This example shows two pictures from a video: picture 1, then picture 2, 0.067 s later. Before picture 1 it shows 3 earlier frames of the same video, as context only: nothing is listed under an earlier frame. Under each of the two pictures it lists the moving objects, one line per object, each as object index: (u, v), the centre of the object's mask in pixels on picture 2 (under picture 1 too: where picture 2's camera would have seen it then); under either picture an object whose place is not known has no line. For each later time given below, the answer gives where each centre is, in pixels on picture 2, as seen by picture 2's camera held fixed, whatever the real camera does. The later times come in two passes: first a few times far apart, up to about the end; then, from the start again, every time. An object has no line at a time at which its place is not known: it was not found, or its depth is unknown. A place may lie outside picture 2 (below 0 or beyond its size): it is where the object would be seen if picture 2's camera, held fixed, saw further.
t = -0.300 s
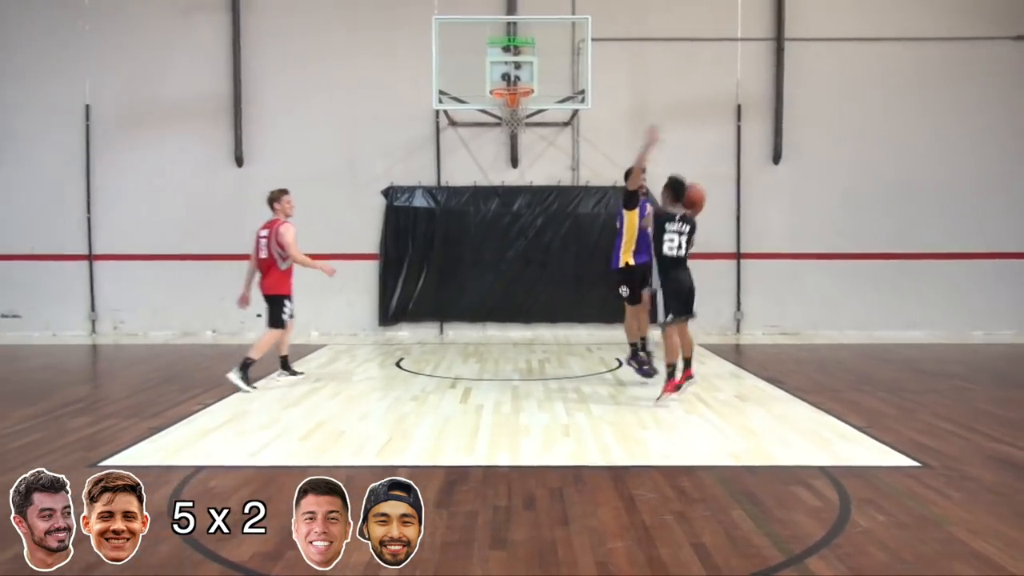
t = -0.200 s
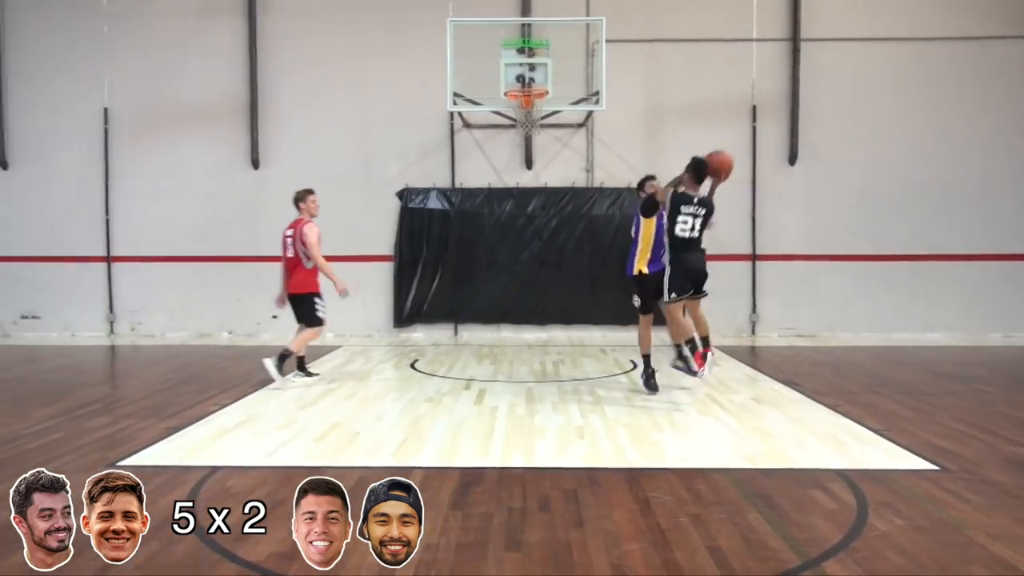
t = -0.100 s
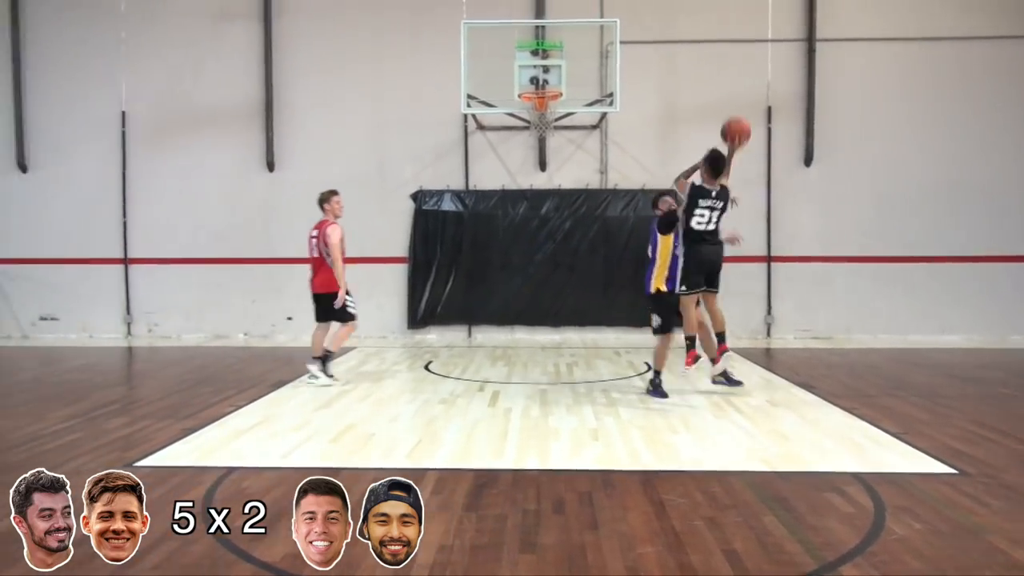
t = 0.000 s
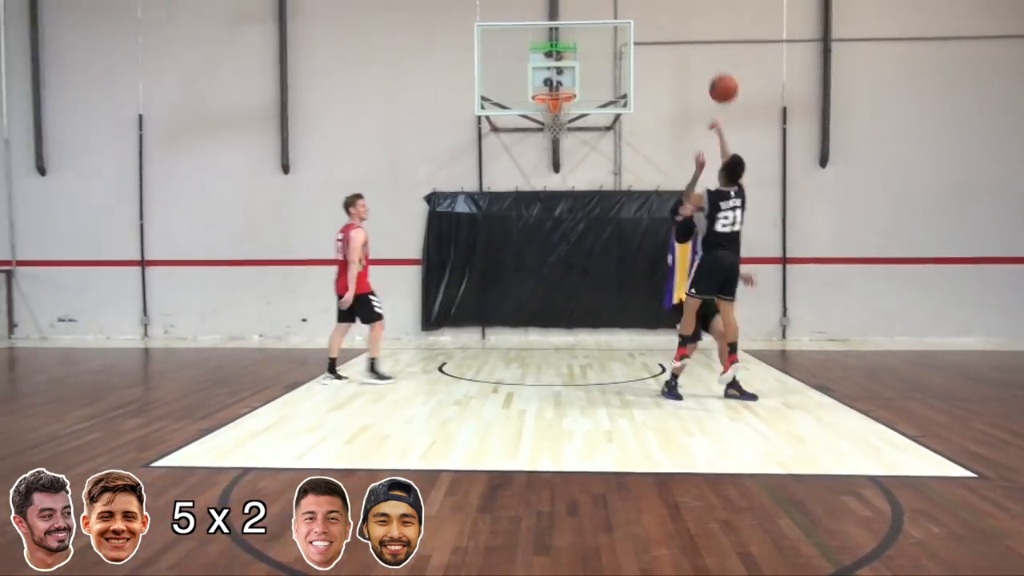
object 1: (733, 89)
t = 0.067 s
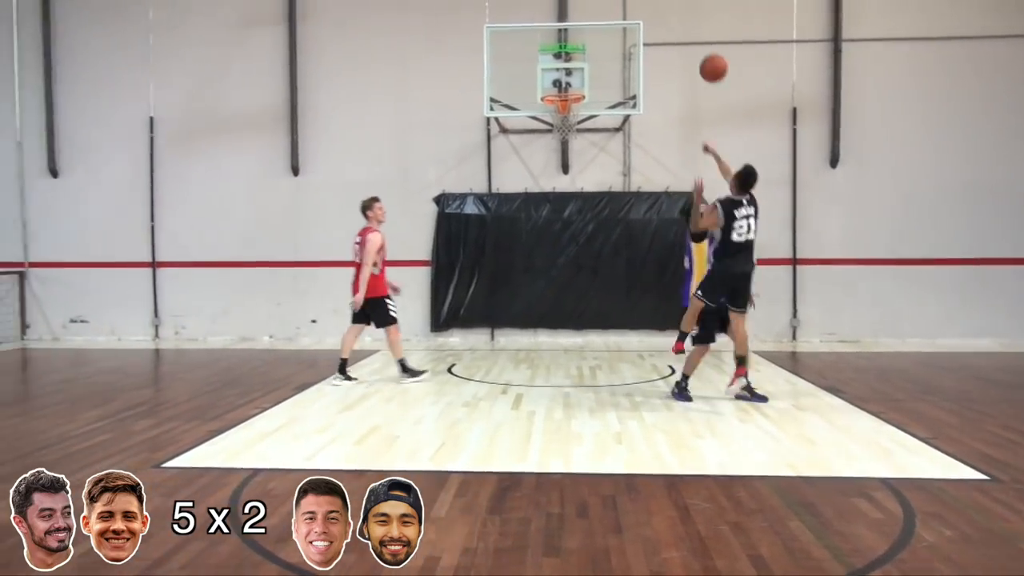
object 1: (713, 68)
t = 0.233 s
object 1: (670, 41)
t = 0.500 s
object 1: (614, 59)
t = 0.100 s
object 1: (704, 60)
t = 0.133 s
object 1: (695, 53)
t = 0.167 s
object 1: (686, 48)
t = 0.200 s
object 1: (678, 44)
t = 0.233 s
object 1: (670, 41)
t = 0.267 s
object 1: (662, 39)
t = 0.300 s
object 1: (655, 39)
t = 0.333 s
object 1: (647, 40)
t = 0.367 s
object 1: (640, 42)
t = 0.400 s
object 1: (633, 45)
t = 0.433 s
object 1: (627, 48)
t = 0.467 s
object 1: (620, 53)
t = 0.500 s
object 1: (614, 59)
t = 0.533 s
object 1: (607, 66)
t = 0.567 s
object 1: (602, 73)
